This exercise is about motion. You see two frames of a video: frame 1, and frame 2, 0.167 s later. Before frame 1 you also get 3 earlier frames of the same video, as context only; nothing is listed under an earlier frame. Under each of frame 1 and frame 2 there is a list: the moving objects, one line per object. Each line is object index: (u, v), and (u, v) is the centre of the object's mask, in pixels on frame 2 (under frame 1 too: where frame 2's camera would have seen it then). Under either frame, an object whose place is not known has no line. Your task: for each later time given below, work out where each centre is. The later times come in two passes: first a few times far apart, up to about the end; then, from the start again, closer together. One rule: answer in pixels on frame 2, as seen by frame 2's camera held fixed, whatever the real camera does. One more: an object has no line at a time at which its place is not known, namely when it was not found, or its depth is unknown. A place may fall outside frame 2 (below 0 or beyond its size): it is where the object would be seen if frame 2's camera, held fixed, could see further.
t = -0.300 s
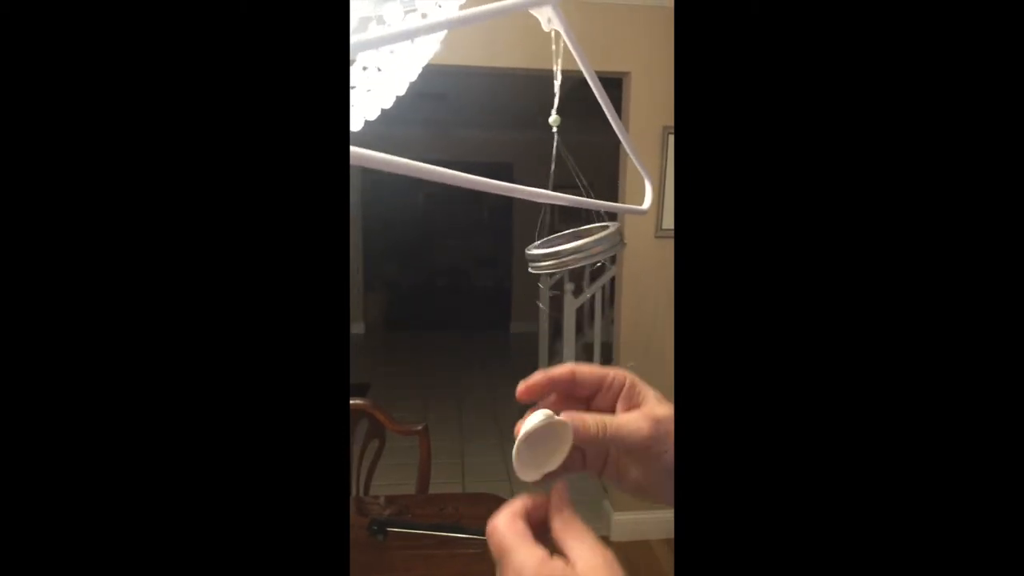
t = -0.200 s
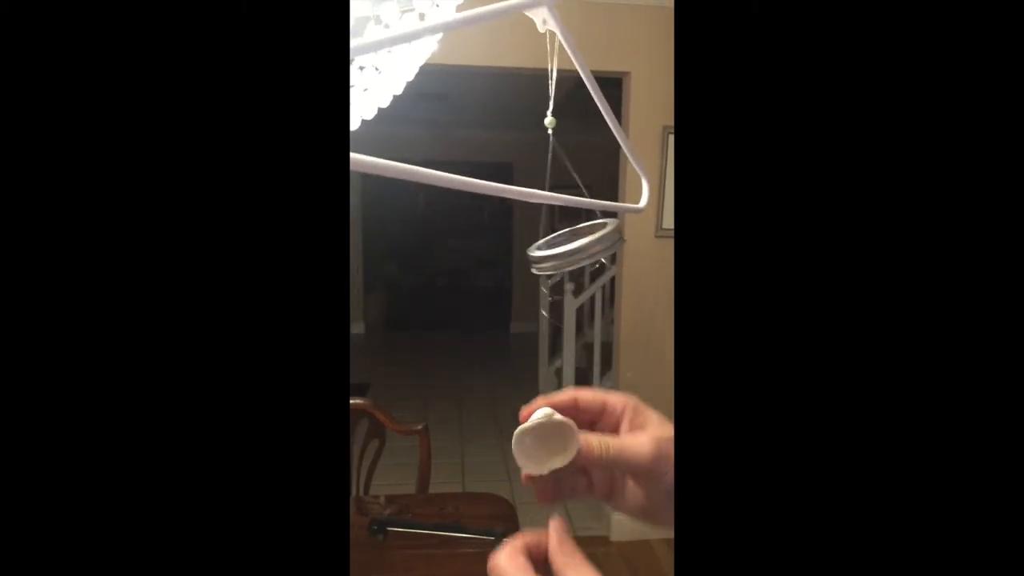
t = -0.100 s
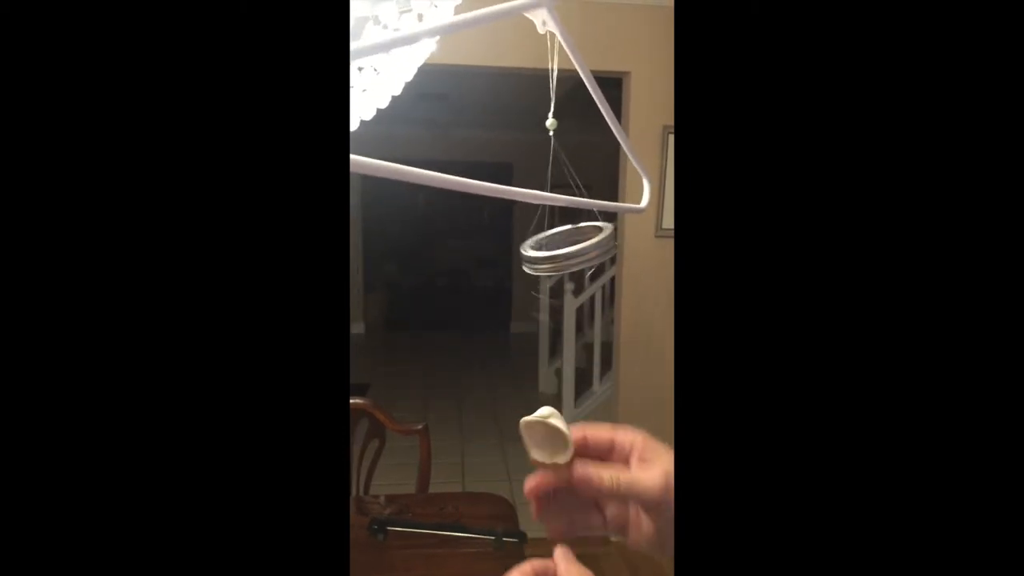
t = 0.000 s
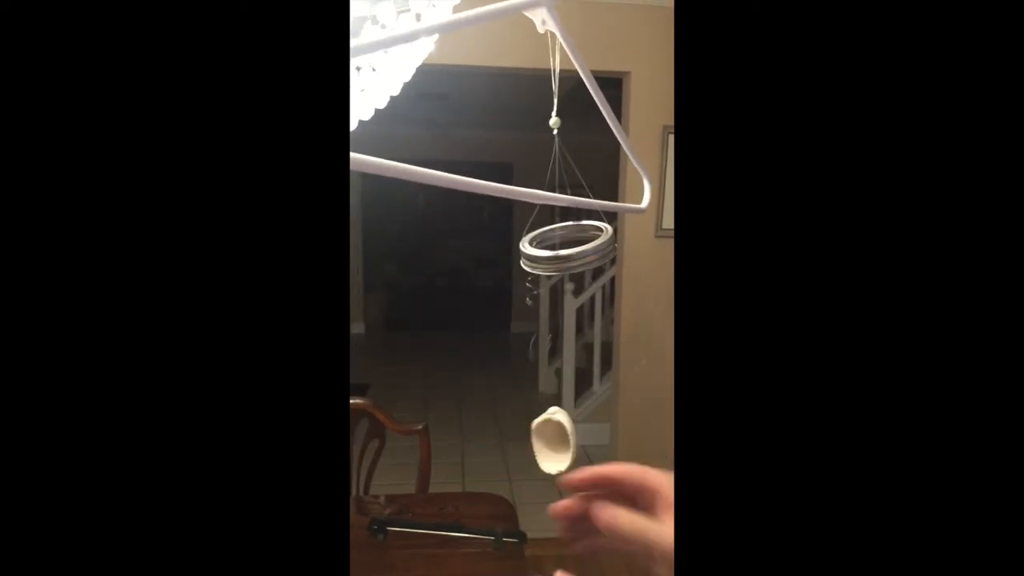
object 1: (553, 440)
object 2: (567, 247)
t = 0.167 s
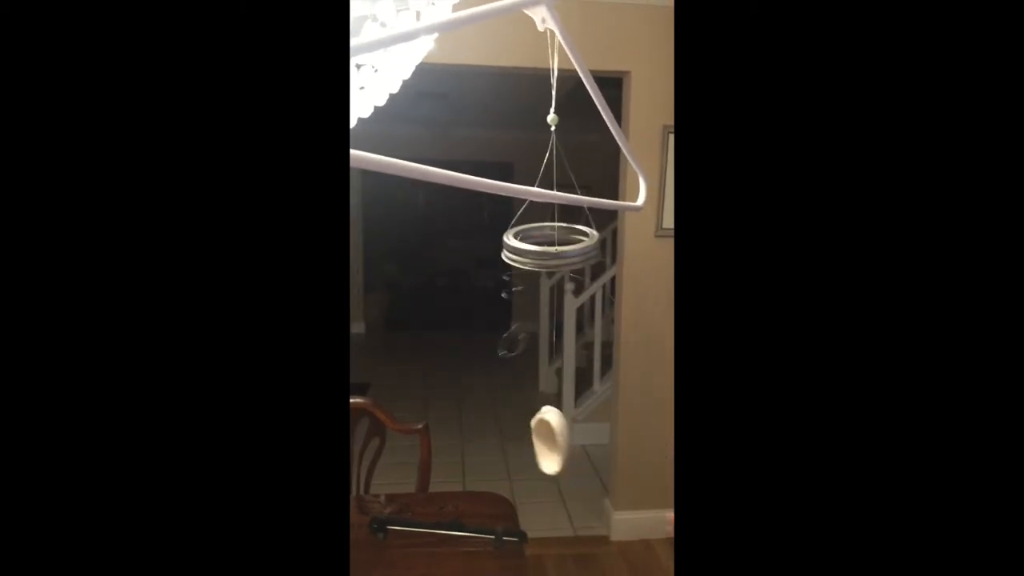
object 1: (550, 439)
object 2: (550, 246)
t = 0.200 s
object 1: (545, 437)
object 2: (549, 246)
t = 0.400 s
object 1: (547, 429)
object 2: (554, 241)
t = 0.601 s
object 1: (580, 429)
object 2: (566, 237)
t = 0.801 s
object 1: (592, 423)
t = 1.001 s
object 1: (571, 421)
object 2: (574, 234)
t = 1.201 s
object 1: (538, 418)
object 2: (554, 234)
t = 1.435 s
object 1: (543, 423)
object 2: (554, 237)
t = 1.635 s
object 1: (570, 426)
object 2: (560, 238)
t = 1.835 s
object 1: (565, 427)
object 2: (559, 237)
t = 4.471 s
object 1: (548, 406)
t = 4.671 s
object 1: (558, 415)
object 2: (560, 236)
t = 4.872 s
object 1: (573, 416)
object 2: (565, 236)
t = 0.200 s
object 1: (545, 437)
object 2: (549, 246)
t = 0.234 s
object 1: (543, 435)
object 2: (548, 245)
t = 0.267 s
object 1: (541, 433)
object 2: (547, 244)
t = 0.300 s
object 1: (541, 431)
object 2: (547, 244)
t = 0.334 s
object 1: (540, 430)
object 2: (551, 243)
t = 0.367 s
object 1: (543, 430)
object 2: (554, 242)
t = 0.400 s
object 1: (547, 429)
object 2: (554, 241)
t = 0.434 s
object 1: (553, 429)
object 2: (554, 241)
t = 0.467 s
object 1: (559, 429)
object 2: (556, 240)
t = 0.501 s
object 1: (564, 431)
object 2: (558, 240)
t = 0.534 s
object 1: (571, 430)
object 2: (562, 239)
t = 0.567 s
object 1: (576, 430)
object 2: (565, 238)
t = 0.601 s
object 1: (580, 429)
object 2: (566, 237)
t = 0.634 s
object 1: (583, 430)
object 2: (569, 237)
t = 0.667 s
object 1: (585, 430)
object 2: (574, 236)
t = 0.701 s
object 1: (589, 427)
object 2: (581, 235)
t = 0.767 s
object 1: (591, 425)
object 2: (588, 233)
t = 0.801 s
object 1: (592, 423)
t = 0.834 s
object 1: (591, 423)
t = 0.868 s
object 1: (588, 423)
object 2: (590, 232)
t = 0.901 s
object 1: (585, 421)
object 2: (588, 232)
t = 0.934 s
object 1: (582, 421)
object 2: (585, 233)
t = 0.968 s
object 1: (578, 421)
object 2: (579, 234)
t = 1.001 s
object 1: (571, 421)
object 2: (574, 234)
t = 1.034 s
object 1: (564, 421)
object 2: (570, 235)
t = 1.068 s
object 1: (558, 420)
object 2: (567, 235)
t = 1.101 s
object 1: (552, 419)
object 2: (565, 234)
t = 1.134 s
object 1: (546, 418)
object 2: (560, 234)
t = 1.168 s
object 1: (541, 418)
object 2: (556, 234)
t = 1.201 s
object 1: (538, 418)
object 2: (554, 234)
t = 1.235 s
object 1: (535, 418)
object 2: (553, 234)
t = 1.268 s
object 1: (533, 420)
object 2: (552, 235)
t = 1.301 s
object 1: (533, 420)
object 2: (551, 235)
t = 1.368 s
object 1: (536, 422)
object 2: (552, 236)
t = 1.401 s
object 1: (539, 422)
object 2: (553, 236)
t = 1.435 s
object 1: (543, 423)
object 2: (554, 237)
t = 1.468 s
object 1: (548, 423)
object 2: (555, 237)
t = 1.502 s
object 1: (553, 424)
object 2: (556, 238)
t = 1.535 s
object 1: (559, 424)
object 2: (556, 238)
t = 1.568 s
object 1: (564, 425)
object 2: (557, 238)
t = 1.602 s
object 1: (568, 426)
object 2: (558, 238)
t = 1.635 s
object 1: (570, 426)
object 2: (560, 238)
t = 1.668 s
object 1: (572, 427)
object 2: (560, 238)
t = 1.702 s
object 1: (574, 428)
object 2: (558, 238)
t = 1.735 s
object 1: (574, 428)
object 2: (557, 238)
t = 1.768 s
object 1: (572, 428)
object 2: (558, 238)
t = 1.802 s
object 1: (569, 428)
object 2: (559, 237)
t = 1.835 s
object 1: (565, 427)
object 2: (559, 237)
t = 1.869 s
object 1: (561, 425)
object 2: (559, 236)
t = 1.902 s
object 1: (557, 424)
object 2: (559, 236)
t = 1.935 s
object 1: (553, 422)
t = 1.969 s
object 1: (550, 420)
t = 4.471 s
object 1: (548, 406)
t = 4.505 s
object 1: (549, 408)
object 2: (558, 233)
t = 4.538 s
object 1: (551, 410)
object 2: (558, 234)
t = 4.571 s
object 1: (552, 411)
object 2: (559, 234)
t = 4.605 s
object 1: (554, 413)
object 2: (559, 235)
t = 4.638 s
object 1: (556, 414)
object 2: (559, 235)
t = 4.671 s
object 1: (558, 415)
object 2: (560, 236)
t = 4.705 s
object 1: (561, 416)
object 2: (560, 236)
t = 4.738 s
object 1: (563, 416)
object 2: (561, 236)
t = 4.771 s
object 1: (566, 417)
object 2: (562, 236)
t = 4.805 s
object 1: (568, 417)
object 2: (563, 236)
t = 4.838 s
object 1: (571, 416)
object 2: (564, 236)
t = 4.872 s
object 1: (573, 416)
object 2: (565, 236)
